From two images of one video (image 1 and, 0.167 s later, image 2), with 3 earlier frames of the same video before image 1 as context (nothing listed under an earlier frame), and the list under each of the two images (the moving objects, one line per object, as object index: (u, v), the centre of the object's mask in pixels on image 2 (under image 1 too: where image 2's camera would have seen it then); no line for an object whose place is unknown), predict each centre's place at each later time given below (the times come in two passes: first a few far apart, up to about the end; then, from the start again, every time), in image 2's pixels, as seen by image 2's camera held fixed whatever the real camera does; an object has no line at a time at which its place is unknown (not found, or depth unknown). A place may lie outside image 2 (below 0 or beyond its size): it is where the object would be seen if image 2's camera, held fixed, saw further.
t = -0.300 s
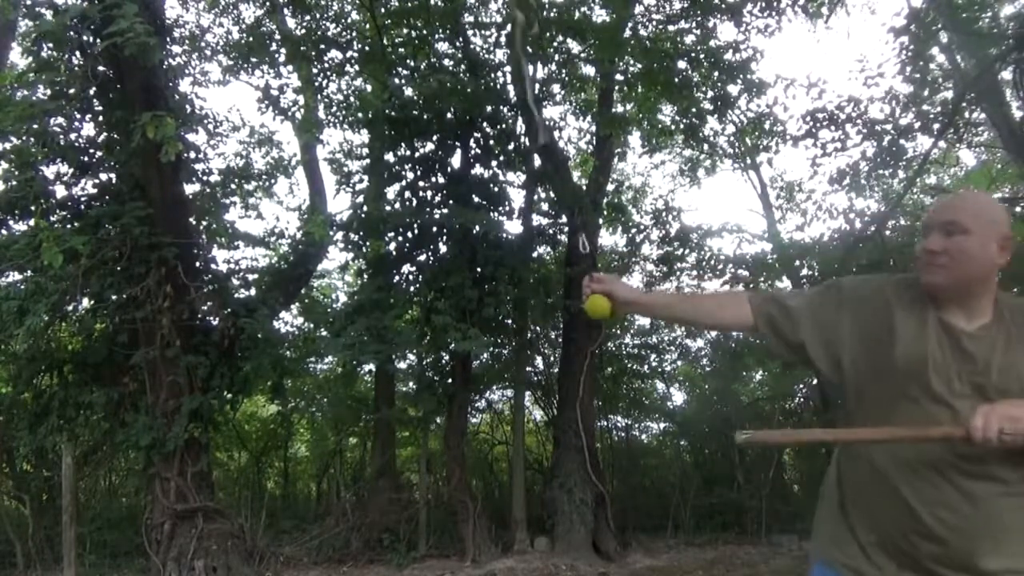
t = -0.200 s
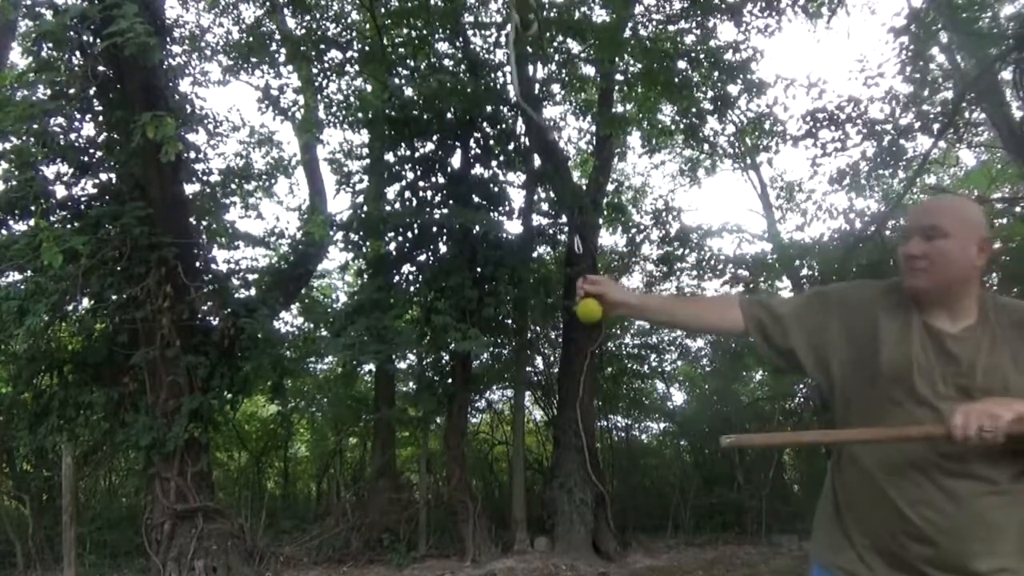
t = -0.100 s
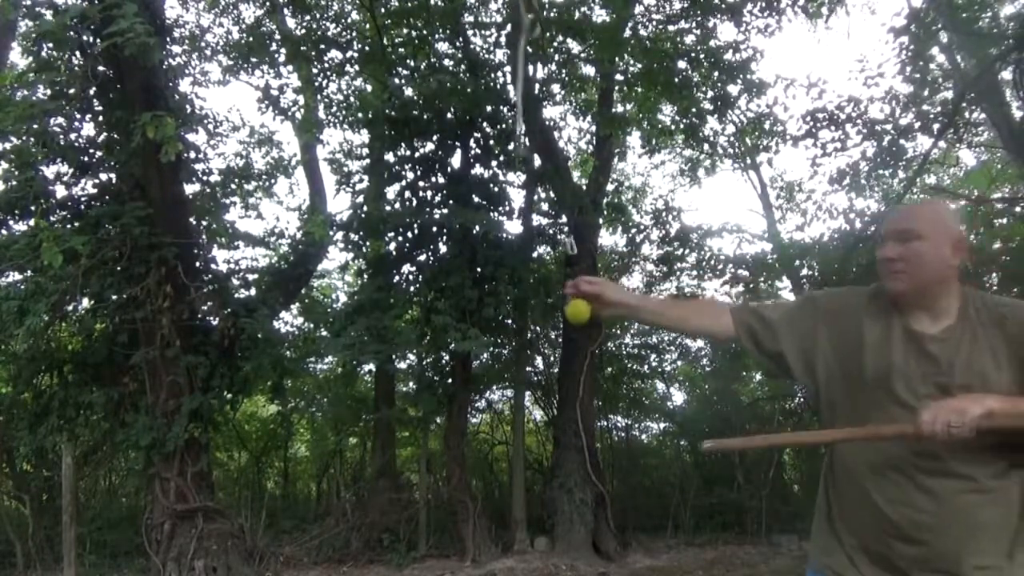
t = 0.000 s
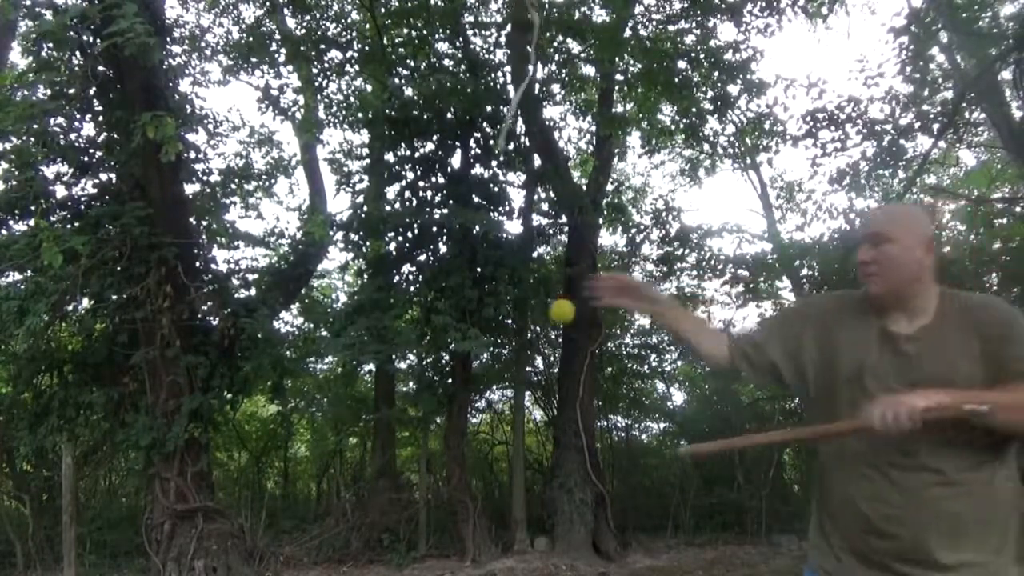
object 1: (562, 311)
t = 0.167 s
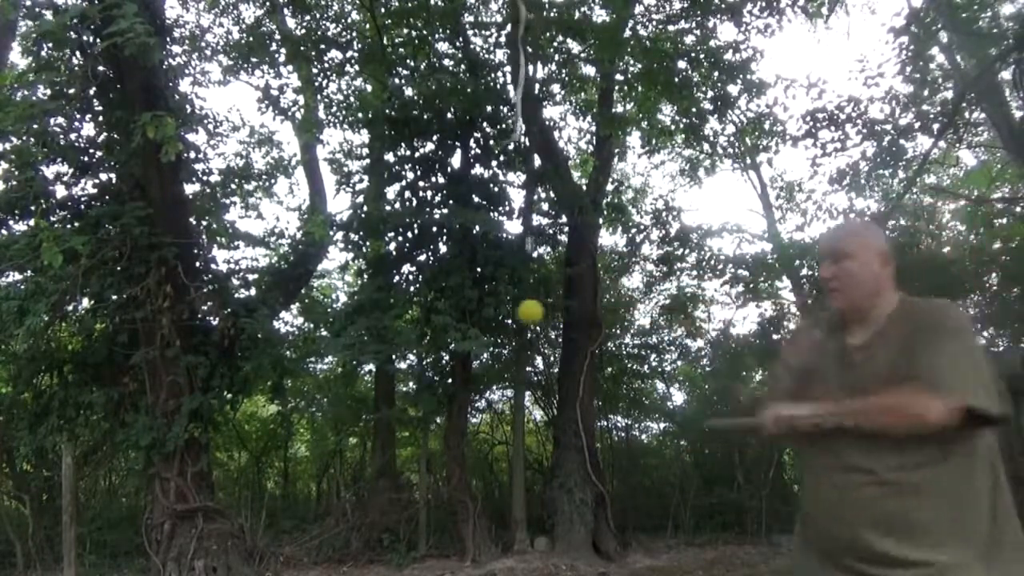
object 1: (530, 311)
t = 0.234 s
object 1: (516, 311)
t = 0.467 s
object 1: (473, 305)
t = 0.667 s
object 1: (459, 301)
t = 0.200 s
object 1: (524, 311)
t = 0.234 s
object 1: (516, 311)
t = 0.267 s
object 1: (510, 310)
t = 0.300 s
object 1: (503, 310)
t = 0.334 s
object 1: (496, 309)
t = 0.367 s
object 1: (490, 308)
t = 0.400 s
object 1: (484, 307)
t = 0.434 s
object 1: (479, 306)
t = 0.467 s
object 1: (473, 305)
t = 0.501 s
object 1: (469, 304)
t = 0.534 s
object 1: (466, 303)
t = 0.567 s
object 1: (463, 302)
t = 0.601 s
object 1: (461, 302)
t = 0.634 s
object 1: (460, 301)
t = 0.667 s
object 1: (459, 301)
